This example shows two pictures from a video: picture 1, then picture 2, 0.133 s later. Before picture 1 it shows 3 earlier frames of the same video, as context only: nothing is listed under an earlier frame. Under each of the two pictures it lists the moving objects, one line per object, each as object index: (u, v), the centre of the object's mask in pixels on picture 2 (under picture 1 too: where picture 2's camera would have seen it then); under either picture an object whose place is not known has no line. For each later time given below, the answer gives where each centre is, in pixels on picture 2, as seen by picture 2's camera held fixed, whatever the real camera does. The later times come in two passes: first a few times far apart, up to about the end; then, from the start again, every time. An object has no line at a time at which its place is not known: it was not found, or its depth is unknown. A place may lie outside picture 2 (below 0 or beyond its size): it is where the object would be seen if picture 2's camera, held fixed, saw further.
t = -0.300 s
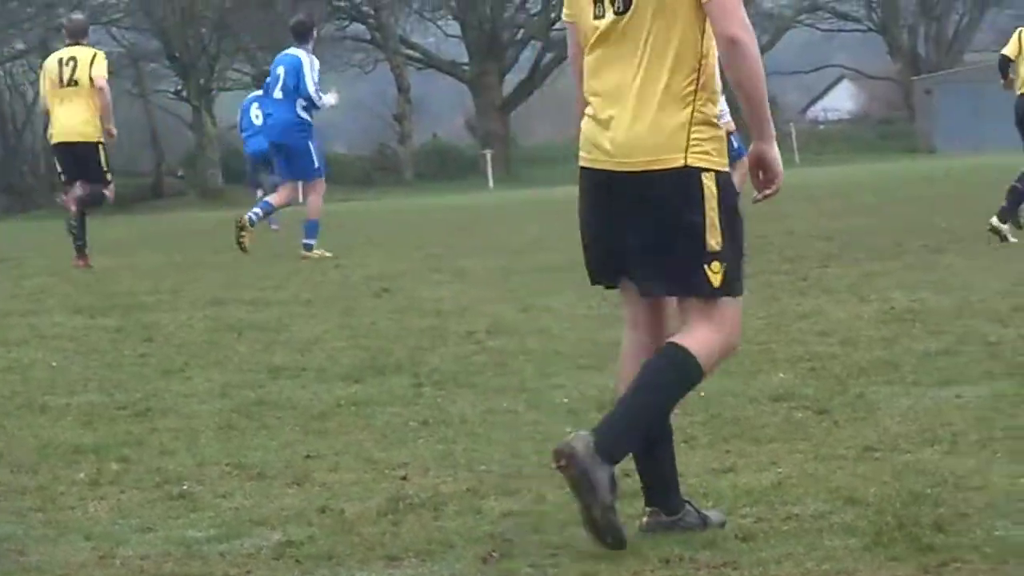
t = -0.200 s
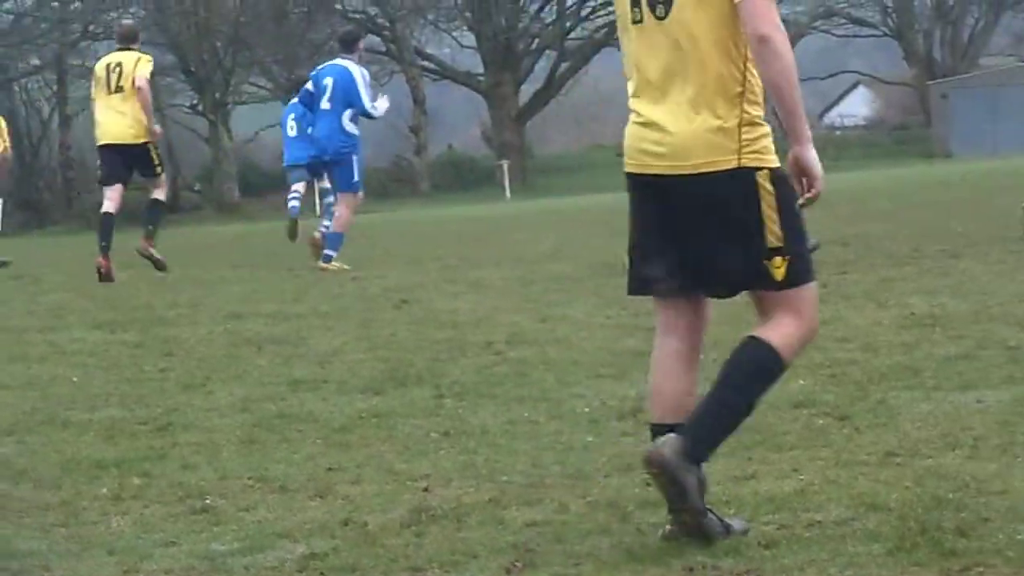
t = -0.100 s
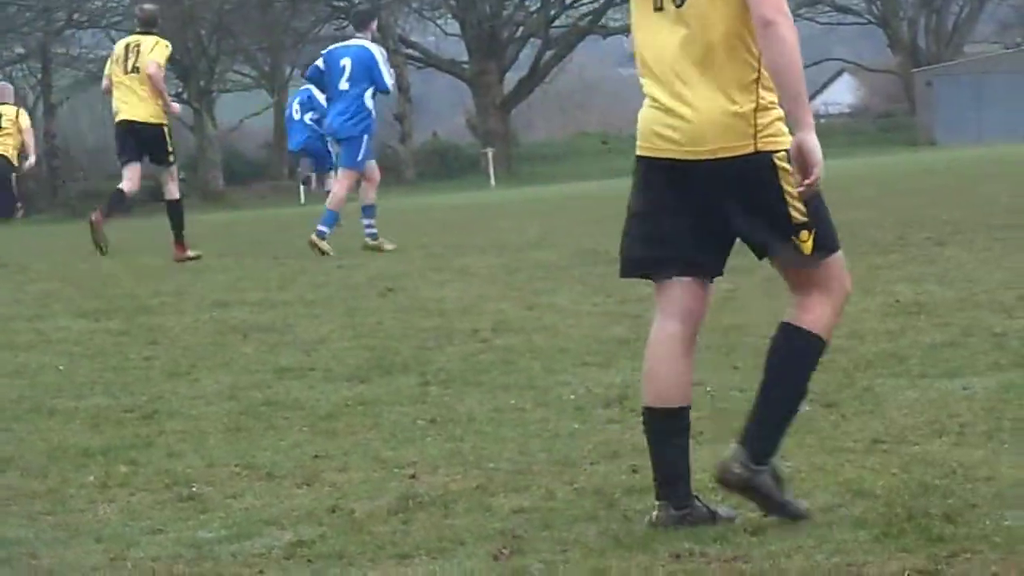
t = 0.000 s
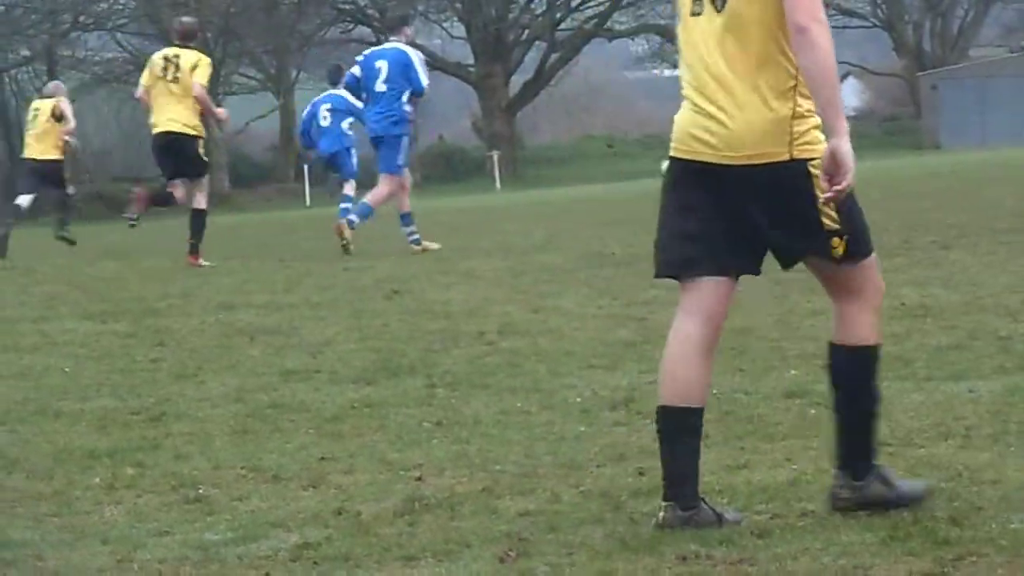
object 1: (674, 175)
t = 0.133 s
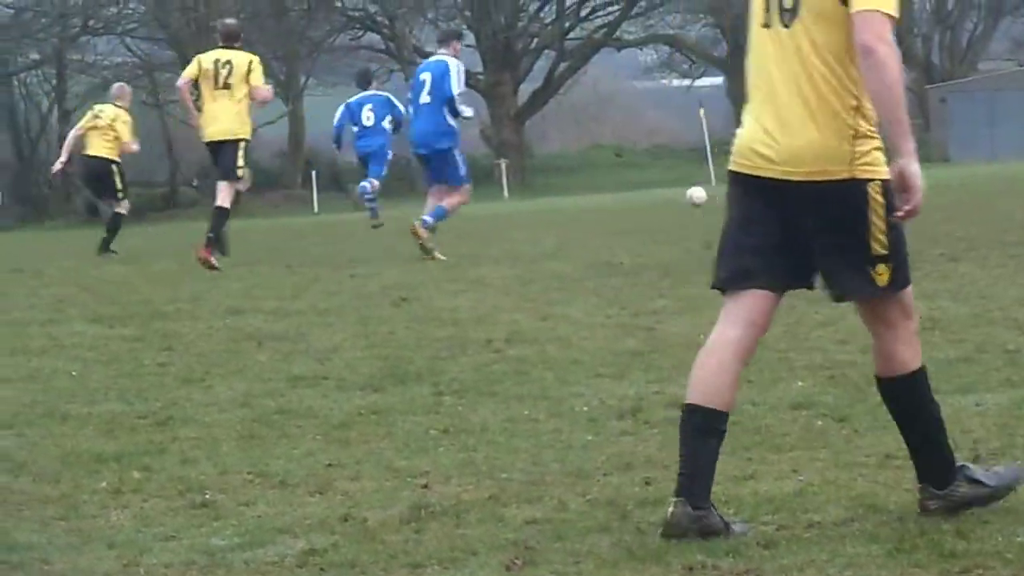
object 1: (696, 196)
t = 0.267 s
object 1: (708, 180)
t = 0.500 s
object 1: (732, 191)
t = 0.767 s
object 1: (755, 191)
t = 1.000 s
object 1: (770, 188)
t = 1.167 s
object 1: (781, 186)
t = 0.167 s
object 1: (699, 190)
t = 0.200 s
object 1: (702, 185)
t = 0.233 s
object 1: (705, 182)
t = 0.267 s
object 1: (708, 180)
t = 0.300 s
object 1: (712, 179)
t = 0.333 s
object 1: (715, 178)
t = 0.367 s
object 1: (719, 178)
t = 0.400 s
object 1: (722, 180)
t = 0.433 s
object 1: (725, 183)
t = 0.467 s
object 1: (728, 186)
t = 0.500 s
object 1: (732, 191)
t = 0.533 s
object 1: (736, 195)
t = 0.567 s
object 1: (738, 193)
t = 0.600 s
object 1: (741, 191)
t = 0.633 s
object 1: (744, 191)
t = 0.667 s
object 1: (747, 191)
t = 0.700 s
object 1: (750, 192)
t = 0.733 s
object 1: (753, 193)
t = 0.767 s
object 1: (755, 191)
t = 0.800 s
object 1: (758, 187)
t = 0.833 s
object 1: (760, 184)
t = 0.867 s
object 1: (762, 184)
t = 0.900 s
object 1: (764, 184)
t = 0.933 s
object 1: (766, 184)
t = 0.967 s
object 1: (769, 186)
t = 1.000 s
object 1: (770, 188)
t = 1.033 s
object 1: (773, 189)
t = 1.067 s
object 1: (775, 188)
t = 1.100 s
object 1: (777, 187)
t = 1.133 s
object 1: (779, 186)
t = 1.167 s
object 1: (781, 186)
